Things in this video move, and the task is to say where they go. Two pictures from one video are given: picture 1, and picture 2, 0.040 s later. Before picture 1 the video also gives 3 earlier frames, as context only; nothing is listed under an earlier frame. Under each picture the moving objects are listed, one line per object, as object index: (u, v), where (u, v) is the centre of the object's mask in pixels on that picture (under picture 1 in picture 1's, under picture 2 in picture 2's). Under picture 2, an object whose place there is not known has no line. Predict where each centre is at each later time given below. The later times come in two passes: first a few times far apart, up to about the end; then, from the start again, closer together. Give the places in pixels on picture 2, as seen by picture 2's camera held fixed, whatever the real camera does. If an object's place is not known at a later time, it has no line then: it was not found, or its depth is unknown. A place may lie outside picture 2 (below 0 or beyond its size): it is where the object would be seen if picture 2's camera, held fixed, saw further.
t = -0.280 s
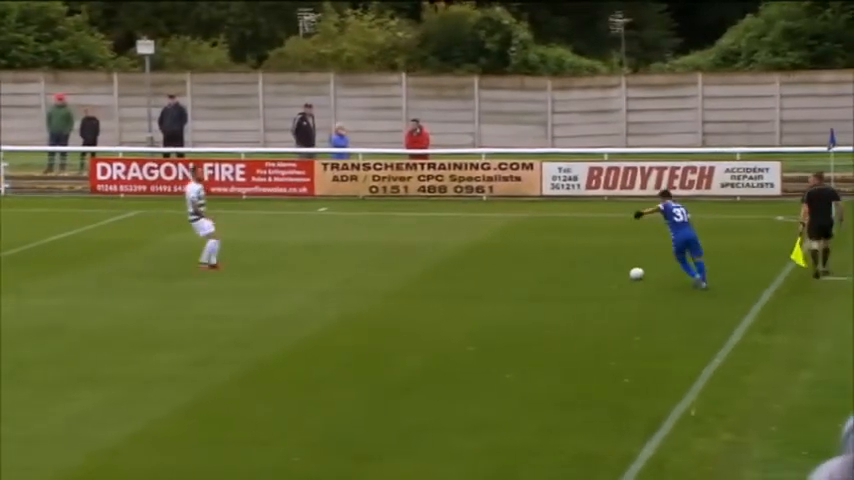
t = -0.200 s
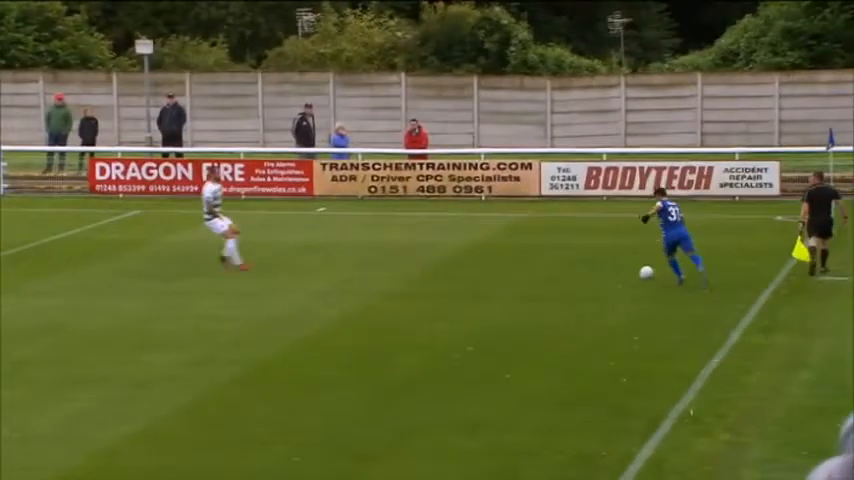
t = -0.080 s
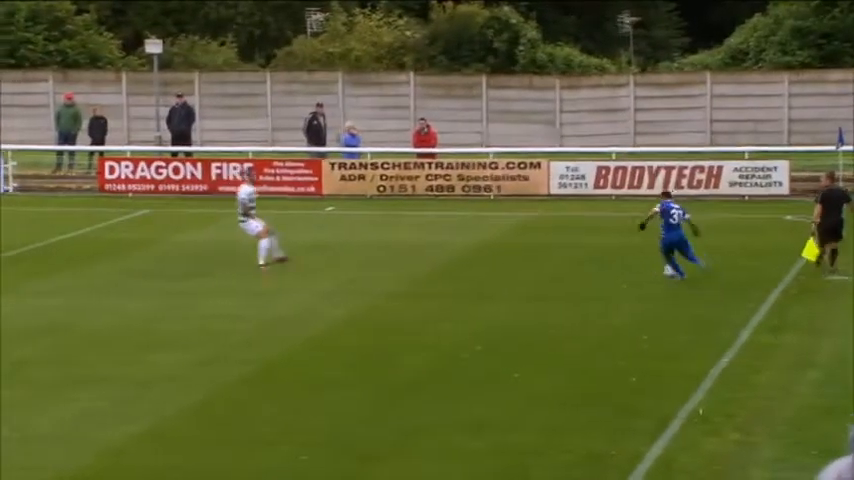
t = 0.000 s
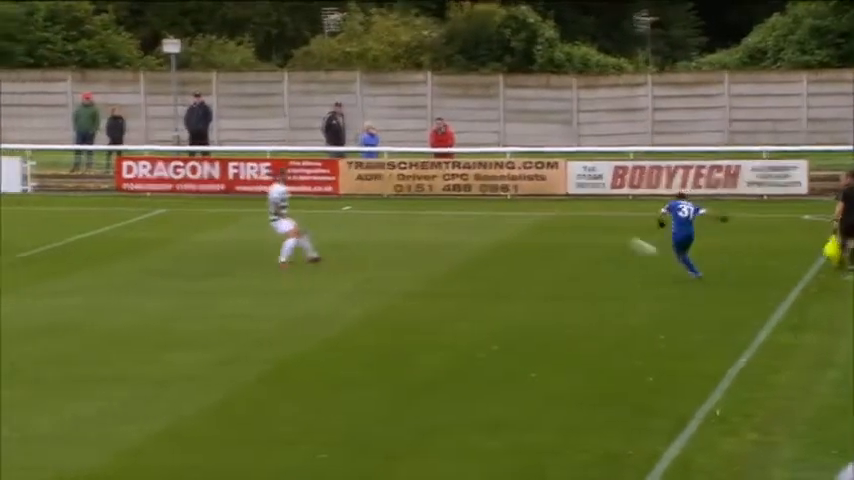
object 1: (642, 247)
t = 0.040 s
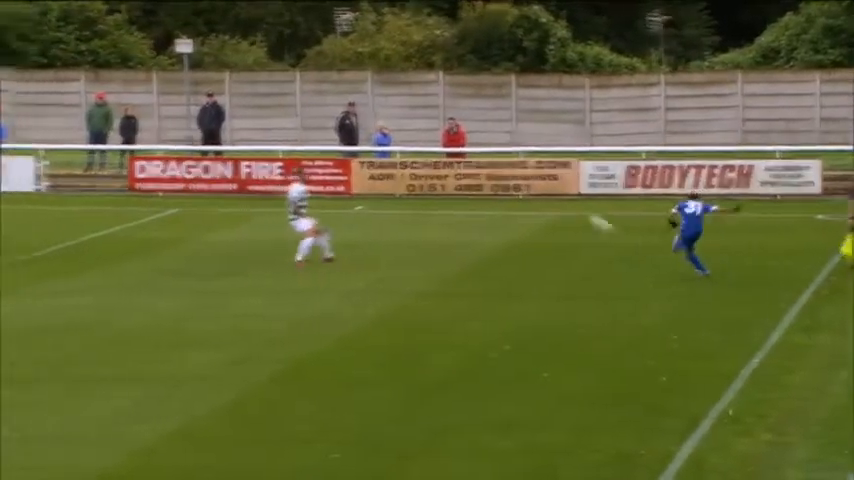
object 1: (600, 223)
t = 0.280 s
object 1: (306, 119)
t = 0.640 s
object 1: (-87, 39)
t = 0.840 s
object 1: (-284, 24)
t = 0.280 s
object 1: (306, 119)
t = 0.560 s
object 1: (-6, 51)
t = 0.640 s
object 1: (-87, 39)
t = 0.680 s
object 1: (-121, 34)
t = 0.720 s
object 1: (-162, 30)
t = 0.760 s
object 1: (-202, 27)
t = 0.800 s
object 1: (-243, 25)
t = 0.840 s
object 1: (-284, 24)
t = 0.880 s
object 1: (-322, 23)
